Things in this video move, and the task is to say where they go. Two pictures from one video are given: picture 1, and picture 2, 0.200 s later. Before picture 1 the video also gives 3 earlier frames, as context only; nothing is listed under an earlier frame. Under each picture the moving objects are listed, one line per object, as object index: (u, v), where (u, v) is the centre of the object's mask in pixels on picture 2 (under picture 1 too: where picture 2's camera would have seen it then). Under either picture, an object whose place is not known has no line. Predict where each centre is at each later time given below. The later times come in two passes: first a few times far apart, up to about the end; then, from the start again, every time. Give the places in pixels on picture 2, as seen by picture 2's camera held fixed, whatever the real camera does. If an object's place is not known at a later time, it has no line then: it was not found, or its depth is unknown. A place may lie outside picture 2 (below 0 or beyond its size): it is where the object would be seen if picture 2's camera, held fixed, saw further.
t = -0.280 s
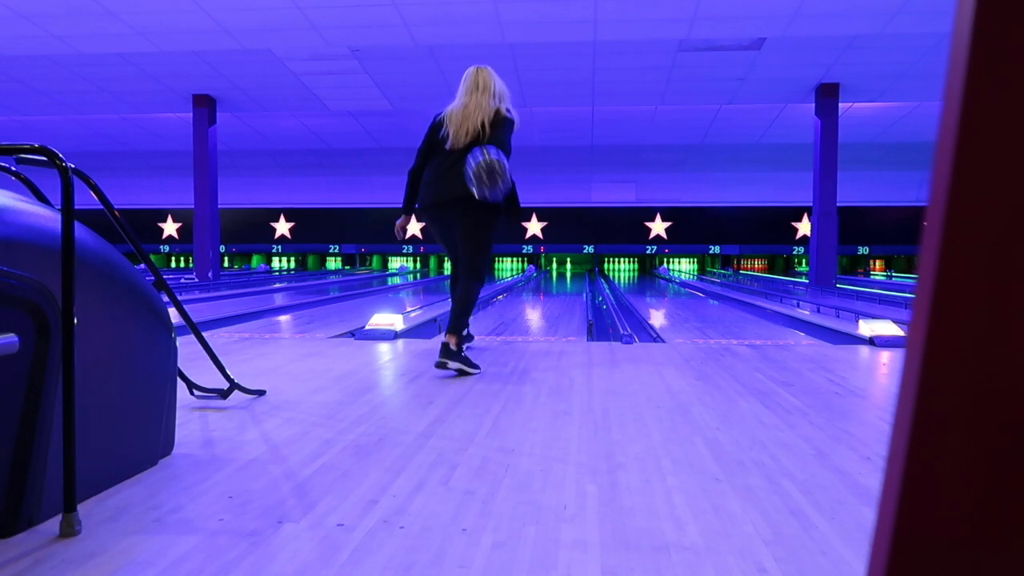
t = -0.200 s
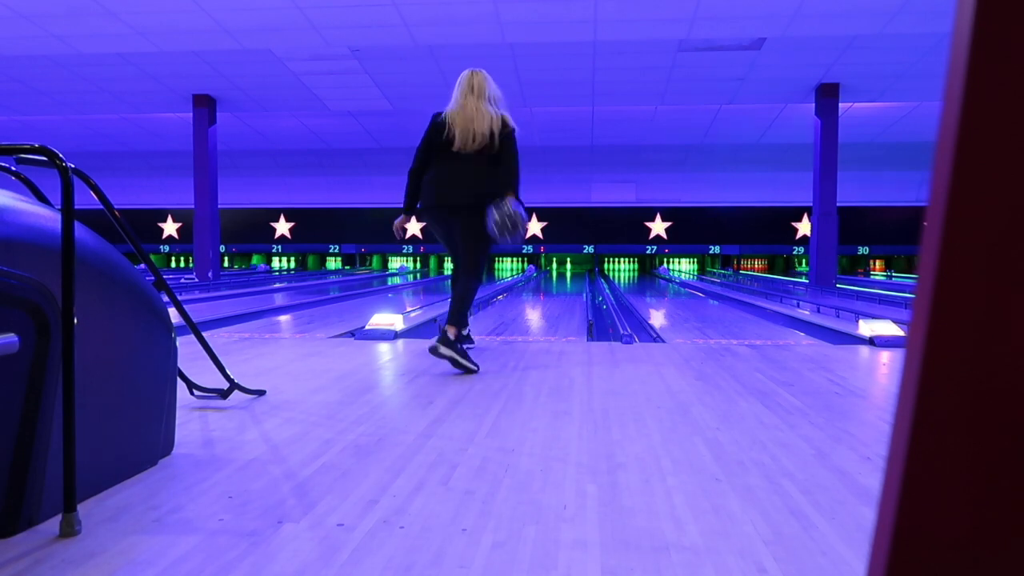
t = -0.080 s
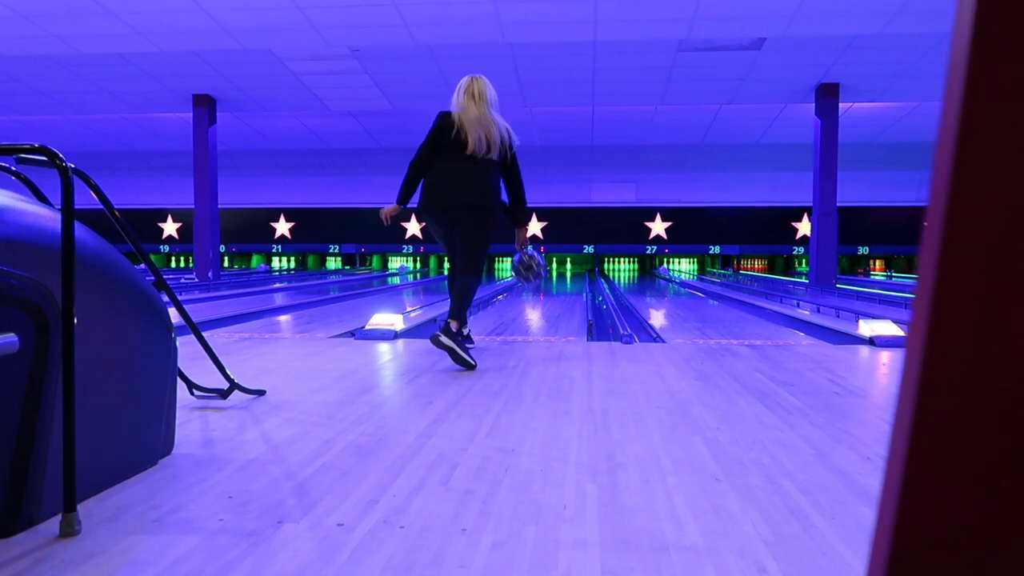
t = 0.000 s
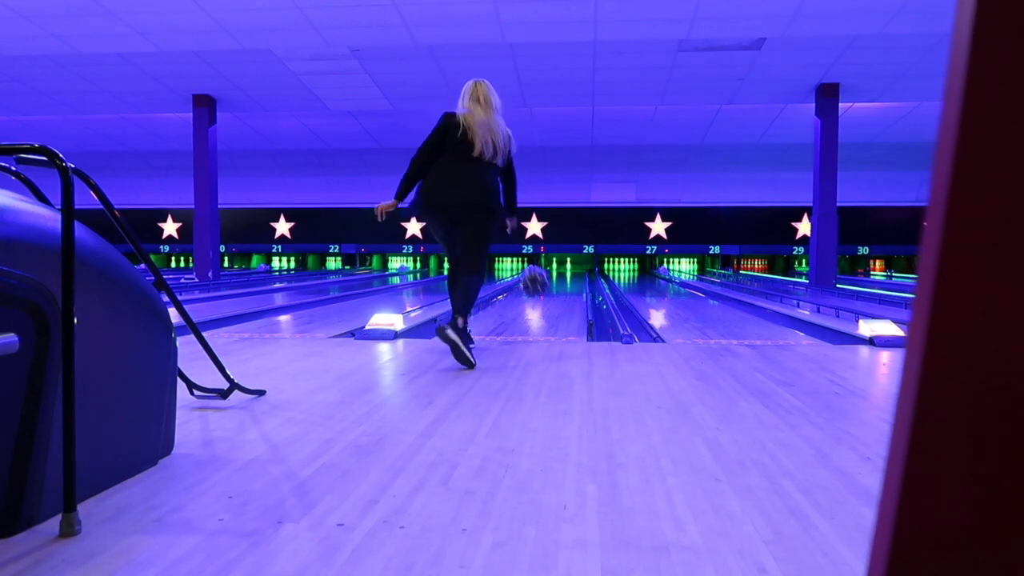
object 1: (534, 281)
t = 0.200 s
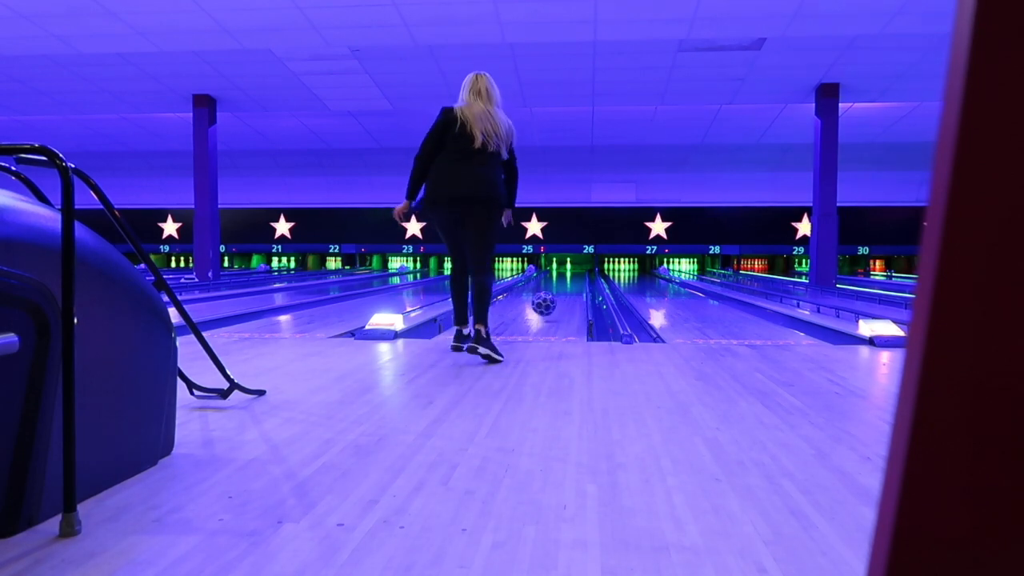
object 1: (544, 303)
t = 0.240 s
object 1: (545, 301)
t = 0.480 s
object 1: (551, 296)
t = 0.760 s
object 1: (557, 288)
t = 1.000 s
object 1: (560, 284)
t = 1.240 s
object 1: (563, 280)
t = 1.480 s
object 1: (564, 277)
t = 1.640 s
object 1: (565, 276)
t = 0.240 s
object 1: (545, 301)
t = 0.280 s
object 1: (547, 301)
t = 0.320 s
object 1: (548, 302)
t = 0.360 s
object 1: (549, 301)
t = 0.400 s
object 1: (550, 299)
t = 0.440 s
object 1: (551, 298)
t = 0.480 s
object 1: (551, 296)
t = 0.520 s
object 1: (553, 295)
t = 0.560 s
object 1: (554, 294)
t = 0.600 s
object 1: (554, 292)
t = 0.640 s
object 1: (555, 291)
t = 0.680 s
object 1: (556, 290)
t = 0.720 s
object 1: (556, 289)
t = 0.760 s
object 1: (557, 288)
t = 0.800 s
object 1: (558, 288)
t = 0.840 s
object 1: (558, 286)
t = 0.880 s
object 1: (559, 286)
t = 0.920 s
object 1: (559, 285)
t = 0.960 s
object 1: (560, 284)
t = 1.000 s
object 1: (560, 284)
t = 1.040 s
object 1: (561, 283)
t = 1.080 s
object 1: (561, 282)
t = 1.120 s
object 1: (562, 282)
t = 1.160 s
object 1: (562, 281)
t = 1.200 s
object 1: (562, 281)
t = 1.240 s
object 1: (563, 280)
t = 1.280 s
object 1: (563, 280)
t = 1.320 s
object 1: (563, 279)
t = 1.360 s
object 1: (564, 279)
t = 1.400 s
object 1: (564, 279)
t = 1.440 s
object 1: (564, 278)
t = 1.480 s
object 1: (564, 277)
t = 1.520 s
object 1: (565, 277)
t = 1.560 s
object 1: (565, 277)
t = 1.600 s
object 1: (565, 276)
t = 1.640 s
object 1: (565, 276)
